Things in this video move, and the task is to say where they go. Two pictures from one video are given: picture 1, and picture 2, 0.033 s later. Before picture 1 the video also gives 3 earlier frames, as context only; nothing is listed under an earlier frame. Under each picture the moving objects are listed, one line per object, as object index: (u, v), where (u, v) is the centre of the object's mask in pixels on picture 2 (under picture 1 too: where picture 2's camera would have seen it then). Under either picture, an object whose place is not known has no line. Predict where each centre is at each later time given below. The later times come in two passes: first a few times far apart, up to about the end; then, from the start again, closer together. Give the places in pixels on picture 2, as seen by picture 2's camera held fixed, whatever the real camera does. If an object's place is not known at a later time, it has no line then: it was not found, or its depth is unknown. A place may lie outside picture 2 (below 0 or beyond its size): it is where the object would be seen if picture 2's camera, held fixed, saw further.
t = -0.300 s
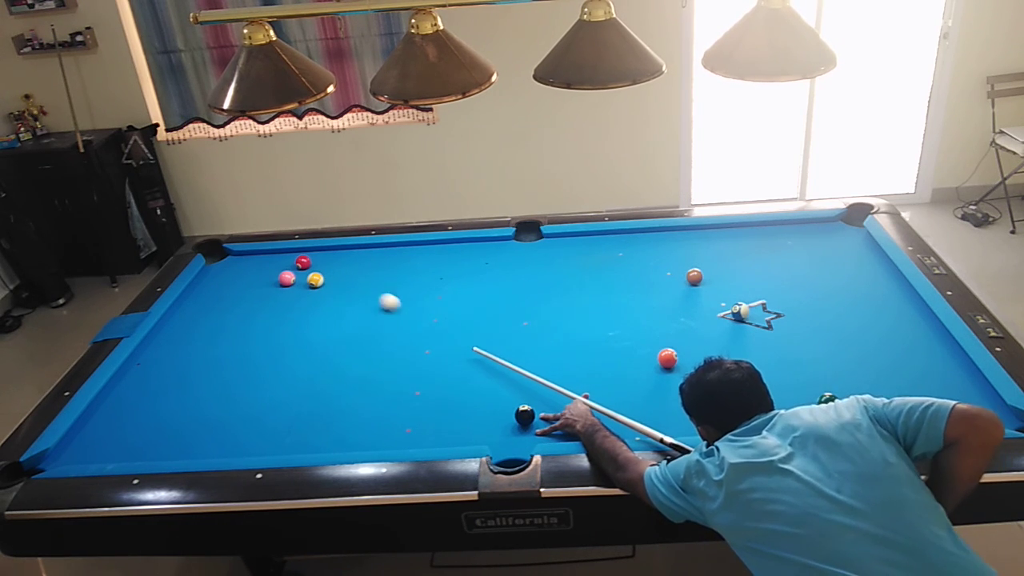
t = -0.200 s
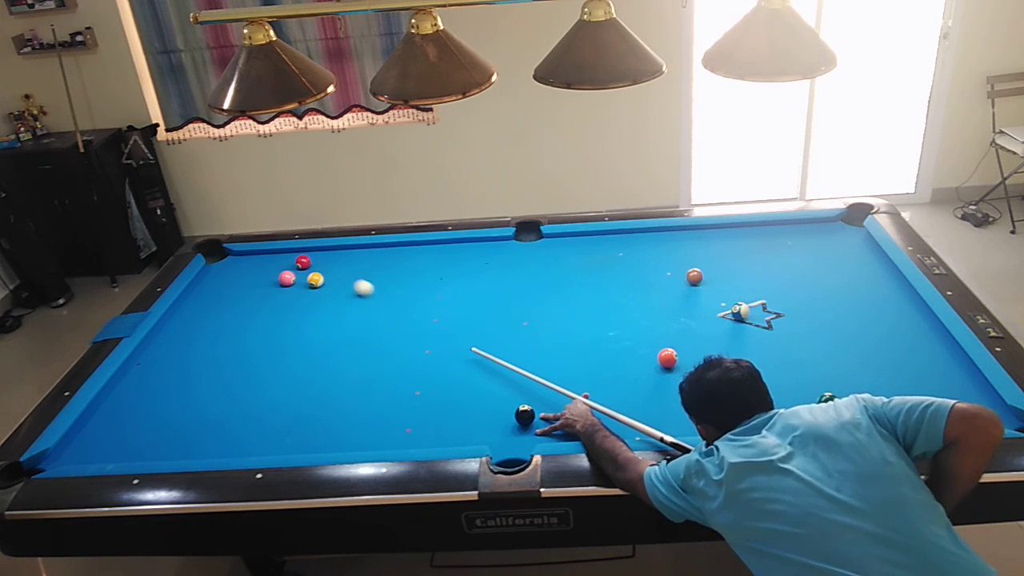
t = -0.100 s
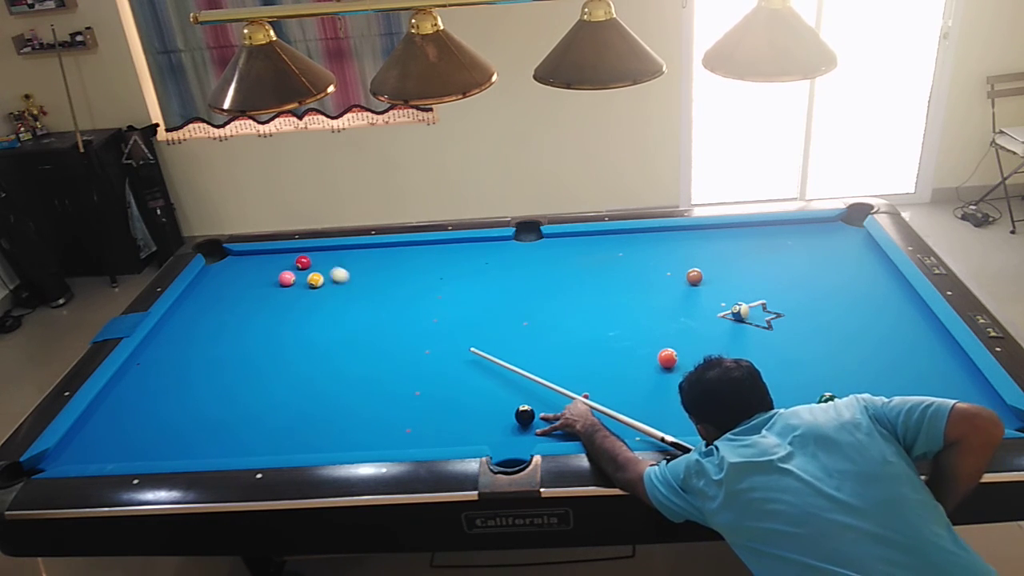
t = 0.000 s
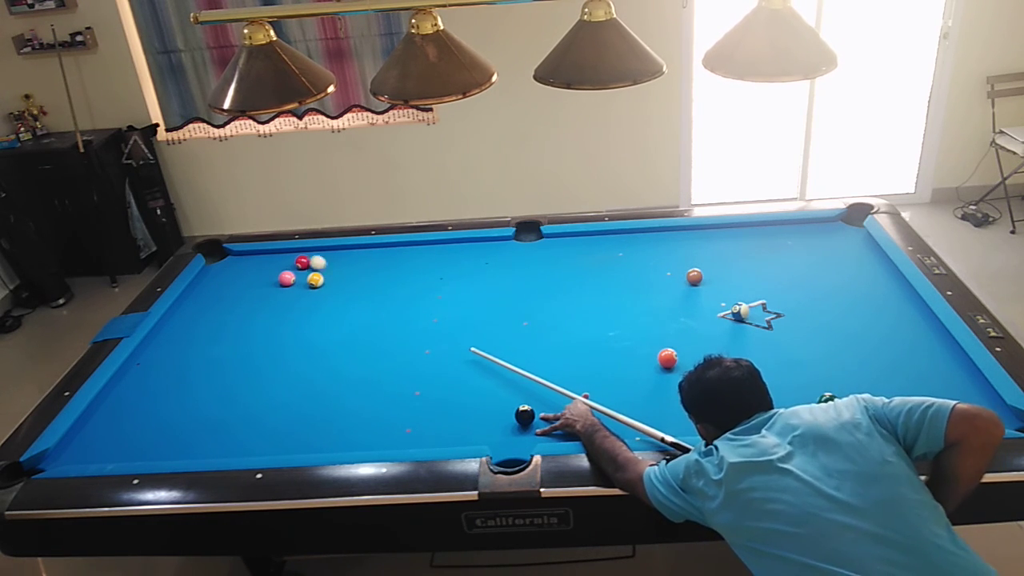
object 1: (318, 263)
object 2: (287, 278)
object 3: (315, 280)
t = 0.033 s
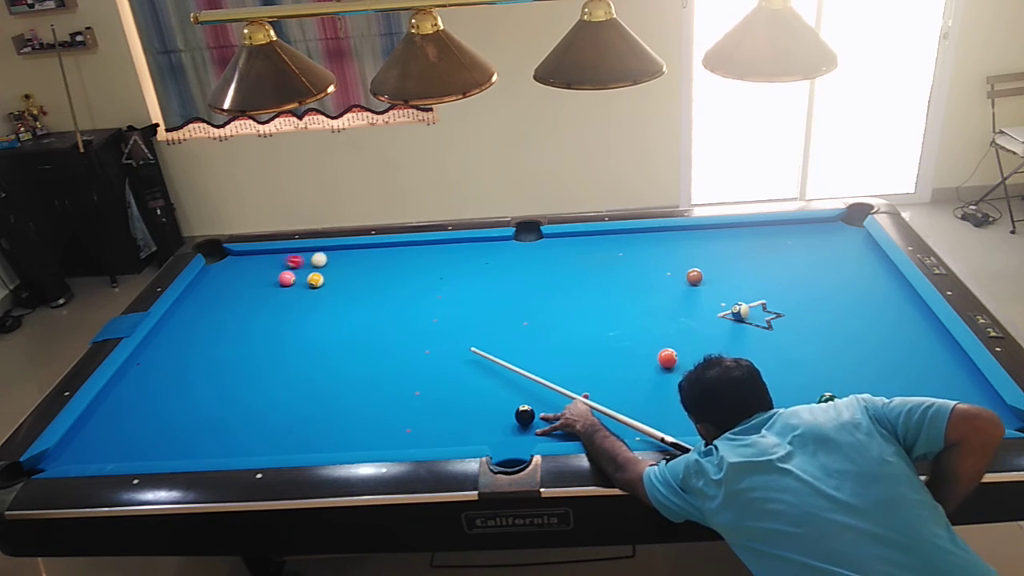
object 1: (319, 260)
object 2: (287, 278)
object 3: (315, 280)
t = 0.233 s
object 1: (320, 255)
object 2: (287, 278)
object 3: (315, 280)
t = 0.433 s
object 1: (311, 265)
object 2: (287, 278)
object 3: (315, 280)
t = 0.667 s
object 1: (302, 276)
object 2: (285, 278)
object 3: (315, 280)
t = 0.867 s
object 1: (297, 284)
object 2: (280, 279)
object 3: (319, 280)
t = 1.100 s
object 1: (290, 292)
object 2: (274, 281)
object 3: (323, 281)
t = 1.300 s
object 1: (284, 298)
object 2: (270, 282)
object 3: (326, 281)
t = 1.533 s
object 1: (278, 306)
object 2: (267, 283)
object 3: (328, 281)
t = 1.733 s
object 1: (272, 312)
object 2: (265, 283)
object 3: (330, 281)
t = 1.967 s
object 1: (266, 318)
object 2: (264, 283)
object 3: (330, 281)
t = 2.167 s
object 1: (261, 323)
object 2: (265, 283)
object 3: (330, 281)
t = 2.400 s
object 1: (255, 328)
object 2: (265, 283)
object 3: (330, 281)
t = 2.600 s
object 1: (251, 332)
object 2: (265, 283)
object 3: (330, 281)
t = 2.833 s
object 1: (247, 336)
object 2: (265, 283)
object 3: (330, 281)
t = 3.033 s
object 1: (244, 339)
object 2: (265, 283)
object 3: (330, 281)
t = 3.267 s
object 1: (241, 342)
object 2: (265, 283)
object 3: (330, 282)
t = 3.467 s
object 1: (239, 344)
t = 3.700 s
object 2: (265, 283)
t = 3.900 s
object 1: (239, 345)
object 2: (265, 283)
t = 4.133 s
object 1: (238, 345)
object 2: (265, 283)
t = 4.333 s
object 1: (238, 345)
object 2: (265, 283)
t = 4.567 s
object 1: (238, 345)
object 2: (265, 283)
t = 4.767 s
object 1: (238, 345)
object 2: (265, 283)
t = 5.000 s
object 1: (238, 345)
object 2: (265, 283)
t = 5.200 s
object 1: (238, 345)
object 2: (265, 283)
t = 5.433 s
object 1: (238, 345)
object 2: (265, 283)
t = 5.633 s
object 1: (239, 345)
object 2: (265, 283)
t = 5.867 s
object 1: (238, 345)
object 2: (265, 283)
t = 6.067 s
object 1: (238, 345)
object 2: (265, 283)
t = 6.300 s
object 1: (238, 345)
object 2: (265, 283)
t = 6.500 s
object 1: (238, 345)
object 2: (265, 283)
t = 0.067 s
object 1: (321, 257)
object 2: (287, 278)
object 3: (315, 280)
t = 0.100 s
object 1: (323, 254)
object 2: (287, 278)
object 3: (315, 280)
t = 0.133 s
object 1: (324, 251)
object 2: (287, 278)
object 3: (315, 280)
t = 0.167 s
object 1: (324, 251)
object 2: (287, 278)
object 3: (315, 280)
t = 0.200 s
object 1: (322, 253)
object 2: (287, 278)
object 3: (315, 280)
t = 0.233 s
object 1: (320, 255)
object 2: (287, 278)
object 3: (315, 280)
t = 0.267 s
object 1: (319, 257)
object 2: (287, 278)
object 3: (315, 280)
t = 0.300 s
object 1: (318, 258)
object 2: (287, 278)
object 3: (315, 280)
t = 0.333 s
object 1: (316, 260)
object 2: (287, 278)
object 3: (315, 280)
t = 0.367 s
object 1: (314, 261)
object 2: (287, 278)
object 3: (315, 280)
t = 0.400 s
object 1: (313, 263)
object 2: (287, 278)
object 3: (315, 280)
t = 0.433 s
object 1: (311, 265)
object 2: (287, 278)
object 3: (315, 280)
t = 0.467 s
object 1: (310, 266)
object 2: (287, 278)
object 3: (315, 280)
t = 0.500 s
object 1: (308, 268)
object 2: (287, 278)
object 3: (315, 280)
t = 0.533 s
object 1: (307, 269)
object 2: (287, 278)
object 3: (315, 280)
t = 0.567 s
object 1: (305, 271)
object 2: (287, 278)
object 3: (315, 280)
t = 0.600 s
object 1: (303, 273)
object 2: (286, 278)
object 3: (315, 280)
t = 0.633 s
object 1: (302, 275)
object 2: (286, 278)
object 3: (315, 280)
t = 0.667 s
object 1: (302, 276)
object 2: (285, 278)
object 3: (315, 280)
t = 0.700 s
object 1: (301, 278)
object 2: (284, 278)
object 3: (315, 280)
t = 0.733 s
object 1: (301, 279)
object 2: (283, 278)
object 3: (316, 280)
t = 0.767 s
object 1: (300, 280)
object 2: (282, 279)
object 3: (316, 280)
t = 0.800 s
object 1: (299, 281)
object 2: (281, 279)
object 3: (317, 280)
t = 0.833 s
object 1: (298, 282)
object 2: (281, 279)
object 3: (318, 280)
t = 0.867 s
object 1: (297, 284)
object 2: (280, 279)
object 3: (319, 280)
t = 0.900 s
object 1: (296, 285)
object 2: (279, 280)
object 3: (319, 280)
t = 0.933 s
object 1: (295, 286)
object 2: (278, 280)
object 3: (320, 280)
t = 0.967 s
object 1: (294, 287)
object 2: (277, 280)
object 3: (320, 281)
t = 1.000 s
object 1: (293, 288)
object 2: (276, 280)
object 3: (321, 281)
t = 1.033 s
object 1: (292, 290)
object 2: (276, 280)
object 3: (322, 281)
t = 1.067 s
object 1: (291, 291)
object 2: (275, 281)
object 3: (322, 281)
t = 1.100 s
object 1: (290, 292)
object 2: (274, 281)
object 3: (323, 281)
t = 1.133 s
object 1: (289, 293)
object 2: (273, 281)
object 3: (323, 281)
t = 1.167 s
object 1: (288, 294)
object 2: (273, 281)
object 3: (324, 281)
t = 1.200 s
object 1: (287, 295)
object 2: (272, 281)
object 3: (324, 281)
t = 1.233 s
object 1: (286, 296)
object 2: (272, 281)
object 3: (325, 281)
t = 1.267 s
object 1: (285, 297)
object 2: (271, 282)
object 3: (325, 281)
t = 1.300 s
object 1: (284, 298)
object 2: (270, 282)
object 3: (326, 281)
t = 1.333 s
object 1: (283, 300)
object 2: (270, 282)
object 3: (326, 281)
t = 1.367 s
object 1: (282, 301)
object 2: (269, 282)
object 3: (327, 281)
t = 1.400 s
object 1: (281, 302)
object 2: (269, 282)
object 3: (327, 281)
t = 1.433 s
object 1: (280, 303)
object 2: (269, 282)
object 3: (327, 281)
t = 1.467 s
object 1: (280, 304)
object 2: (268, 282)
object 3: (328, 281)
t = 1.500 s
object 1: (279, 305)
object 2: (268, 282)
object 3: (328, 281)
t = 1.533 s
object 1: (278, 306)
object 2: (267, 283)
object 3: (328, 281)
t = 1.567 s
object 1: (277, 307)
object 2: (267, 283)
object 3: (329, 282)
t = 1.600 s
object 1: (276, 308)
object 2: (266, 283)
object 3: (329, 282)
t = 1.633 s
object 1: (275, 309)
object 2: (266, 283)
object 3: (329, 281)
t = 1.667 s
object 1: (274, 310)
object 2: (266, 283)
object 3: (329, 281)
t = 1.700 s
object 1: (273, 311)
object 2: (265, 283)
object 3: (330, 281)
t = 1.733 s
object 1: (272, 312)
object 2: (265, 283)
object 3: (330, 281)
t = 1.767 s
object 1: (271, 313)
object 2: (265, 283)
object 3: (330, 281)
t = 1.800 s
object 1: (270, 314)
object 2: (265, 283)
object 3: (330, 281)
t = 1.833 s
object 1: (269, 314)
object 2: (265, 283)
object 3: (330, 281)
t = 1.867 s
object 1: (269, 315)
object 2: (265, 283)
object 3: (330, 281)
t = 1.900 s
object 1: (268, 316)
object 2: (264, 283)
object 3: (330, 281)
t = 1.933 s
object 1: (267, 317)
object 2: (264, 283)
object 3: (330, 281)
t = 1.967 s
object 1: (266, 318)
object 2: (264, 283)
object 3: (330, 281)
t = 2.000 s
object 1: (265, 319)
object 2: (265, 283)
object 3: (330, 281)
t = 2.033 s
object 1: (264, 320)
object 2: (265, 283)
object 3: (330, 281)
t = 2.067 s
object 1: (263, 321)
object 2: (265, 283)
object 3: (330, 281)
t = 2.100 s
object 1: (262, 321)
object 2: (265, 283)
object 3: (330, 281)
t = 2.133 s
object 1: (262, 322)
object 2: (265, 283)
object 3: (330, 281)
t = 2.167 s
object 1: (261, 323)
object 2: (265, 283)
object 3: (330, 281)
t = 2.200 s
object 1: (260, 324)
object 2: (265, 283)
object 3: (330, 281)
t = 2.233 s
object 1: (259, 325)
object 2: (265, 283)
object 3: (330, 281)
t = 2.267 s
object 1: (258, 325)
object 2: (265, 283)
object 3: (330, 281)
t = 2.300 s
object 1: (258, 326)
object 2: (265, 283)
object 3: (330, 281)
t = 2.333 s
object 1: (257, 327)
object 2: (265, 283)
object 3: (330, 281)
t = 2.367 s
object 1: (256, 327)
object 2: (265, 283)
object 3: (330, 281)
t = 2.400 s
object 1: (255, 328)
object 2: (265, 283)
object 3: (330, 281)
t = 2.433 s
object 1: (255, 329)
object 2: (265, 283)
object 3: (330, 281)
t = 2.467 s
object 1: (254, 330)
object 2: (265, 283)
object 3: (330, 281)
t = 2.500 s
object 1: (253, 330)
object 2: (265, 283)
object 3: (330, 281)
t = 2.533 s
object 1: (252, 331)
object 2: (265, 283)
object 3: (330, 281)
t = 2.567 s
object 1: (252, 332)
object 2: (265, 283)
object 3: (330, 281)
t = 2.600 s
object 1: (251, 332)
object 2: (265, 283)
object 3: (330, 281)
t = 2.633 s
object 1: (250, 333)
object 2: (265, 283)
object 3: (330, 281)
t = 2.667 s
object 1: (250, 333)
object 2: (265, 283)
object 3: (330, 281)
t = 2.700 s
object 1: (249, 334)
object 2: (265, 283)
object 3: (330, 281)
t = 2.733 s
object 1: (249, 335)
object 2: (265, 283)
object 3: (330, 281)
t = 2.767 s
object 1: (248, 335)
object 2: (265, 283)
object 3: (330, 281)
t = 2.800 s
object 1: (247, 336)
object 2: (265, 283)
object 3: (330, 281)
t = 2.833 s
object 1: (247, 336)
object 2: (265, 283)
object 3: (330, 281)
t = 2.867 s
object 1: (246, 337)
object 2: (265, 283)
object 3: (330, 281)
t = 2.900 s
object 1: (246, 337)
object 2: (265, 283)
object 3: (330, 281)
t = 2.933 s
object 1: (245, 338)
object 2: (265, 283)
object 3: (330, 281)
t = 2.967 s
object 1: (245, 338)
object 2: (265, 283)
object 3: (330, 281)
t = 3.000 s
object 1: (244, 339)
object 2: (265, 283)
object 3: (330, 281)
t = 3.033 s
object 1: (244, 339)
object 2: (265, 283)
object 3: (330, 281)
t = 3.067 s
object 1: (243, 339)
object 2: (265, 283)
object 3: (330, 281)
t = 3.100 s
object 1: (243, 340)
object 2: (265, 283)
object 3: (330, 281)
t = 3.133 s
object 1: (243, 340)
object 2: (265, 283)
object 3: (330, 281)
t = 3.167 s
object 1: (242, 341)
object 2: (265, 283)
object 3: (330, 281)
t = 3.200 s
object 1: (242, 341)
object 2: (265, 283)
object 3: (330, 281)
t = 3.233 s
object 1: (241, 341)
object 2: (265, 283)
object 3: (330, 281)
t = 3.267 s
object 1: (241, 342)
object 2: (265, 283)
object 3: (330, 282)
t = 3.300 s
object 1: (241, 342)
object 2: (265, 283)
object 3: (330, 281)
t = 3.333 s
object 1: (240, 343)
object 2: (265, 283)
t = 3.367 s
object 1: (240, 343)
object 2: (265, 283)
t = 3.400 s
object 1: (240, 343)
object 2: (265, 283)
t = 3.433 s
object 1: (240, 344)
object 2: (265, 283)
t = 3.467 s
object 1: (239, 344)
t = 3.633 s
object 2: (269, 281)
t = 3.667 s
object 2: (265, 283)
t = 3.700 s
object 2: (265, 283)
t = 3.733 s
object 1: (242, 345)
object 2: (265, 283)
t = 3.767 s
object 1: (239, 345)
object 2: (265, 283)
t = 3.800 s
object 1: (239, 345)
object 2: (265, 283)
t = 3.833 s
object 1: (239, 345)
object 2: (265, 283)
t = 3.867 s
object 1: (239, 345)
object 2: (265, 283)
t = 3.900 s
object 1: (239, 345)
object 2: (265, 283)
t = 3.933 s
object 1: (239, 345)
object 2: (265, 283)
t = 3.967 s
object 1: (239, 345)
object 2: (265, 283)
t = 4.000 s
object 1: (239, 345)
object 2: (265, 283)
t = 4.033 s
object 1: (239, 345)
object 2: (265, 283)
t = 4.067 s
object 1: (238, 345)
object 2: (265, 283)
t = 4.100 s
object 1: (238, 345)
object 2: (265, 283)
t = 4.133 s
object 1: (238, 345)
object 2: (265, 283)
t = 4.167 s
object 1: (238, 345)
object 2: (265, 283)
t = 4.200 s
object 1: (238, 345)
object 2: (265, 283)
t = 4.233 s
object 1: (238, 345)
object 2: (265, 283)
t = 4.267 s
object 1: (238, 345)
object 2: (265, 283)
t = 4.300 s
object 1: (238, 345)
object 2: (265, 283)
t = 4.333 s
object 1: (238, 345)
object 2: (265, 283)
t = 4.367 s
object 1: (238, 345)
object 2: (265, 283)
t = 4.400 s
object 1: (238, 345)
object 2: (265, 283)
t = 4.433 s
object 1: (238, 345)
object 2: (265, 283)
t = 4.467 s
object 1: (238, 345)
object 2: (265, 283)
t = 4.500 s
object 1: (238, 345)
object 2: (265, 283)
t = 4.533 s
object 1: (238, 345)
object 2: (265, 283)
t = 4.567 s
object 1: (238, 345)
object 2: (265, 283)
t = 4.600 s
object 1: (238, 345)
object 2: (265, 283)
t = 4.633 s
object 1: (238, 345)
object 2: (265, 283)
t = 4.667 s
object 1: (238, 345)
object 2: (265, 283)
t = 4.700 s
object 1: (238, 345)
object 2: (265, 283)
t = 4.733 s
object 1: (238, 345)
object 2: (265, 283)
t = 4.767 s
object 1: (238, 345)
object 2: (265, 283)
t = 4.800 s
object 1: (238, 345)
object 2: (265, 283)
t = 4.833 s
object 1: (238, 345)
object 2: (265, 283)
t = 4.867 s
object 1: (238, 345)
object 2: (265, 283)
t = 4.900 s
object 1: (238, 345)
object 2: (265, 283)
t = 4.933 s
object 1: (238, 345)
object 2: (265, 283)
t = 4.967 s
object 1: (238, 345)
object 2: (265, 283)
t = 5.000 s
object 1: (238, 345)
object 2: (265, 283)
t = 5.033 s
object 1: (238, 345)
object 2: (265, 283)
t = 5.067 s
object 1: (238, 345)
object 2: (265, 283)
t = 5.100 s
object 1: (238, 345)
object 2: (265, 283)
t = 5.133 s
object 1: (238, 345)
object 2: (265, 283)
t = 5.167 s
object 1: (238, 345)
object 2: (265, 283)
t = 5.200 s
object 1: (238, 345)
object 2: (265, 283)
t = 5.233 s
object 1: (238, 345)
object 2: (265, 283)
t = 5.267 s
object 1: (239, 345)
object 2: (265, 283)
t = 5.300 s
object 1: (239, 345)
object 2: (265, 283)
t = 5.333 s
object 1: (239, 345)
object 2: (265, 283)
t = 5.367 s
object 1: (239, 345)
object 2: (265, 283)
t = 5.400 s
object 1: (239, 345)
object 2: (265, 283)
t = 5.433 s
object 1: (238, 345)
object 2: (265, 283)
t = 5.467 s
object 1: (239, 345)
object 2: (265, 283)
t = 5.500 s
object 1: (238, 345)
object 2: (265, 283)
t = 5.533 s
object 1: (239, 345)
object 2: (265, 283)
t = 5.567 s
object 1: (238, 345)
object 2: (265, 283)
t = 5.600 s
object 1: (239, 345)
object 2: (265, 283)
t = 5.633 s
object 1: (239, 345)
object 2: (265, 283)
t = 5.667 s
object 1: (239, 345)
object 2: (265, 283)
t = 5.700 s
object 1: (239, 345)
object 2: (265, 283)
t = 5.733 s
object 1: (239, 345)
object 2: (265, 283)
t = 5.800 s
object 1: (238, 345)
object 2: (265, 283)
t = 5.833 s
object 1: (238, 345)
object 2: (265, 283)
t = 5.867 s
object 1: (238, 345)
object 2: (265, 283)
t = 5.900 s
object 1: (238, 345)
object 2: (265, 283)
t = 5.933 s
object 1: (238, 345)
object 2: (265, 283)
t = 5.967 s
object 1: (238, 345)
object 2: (265, 283)
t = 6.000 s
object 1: (238, 345)
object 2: (265, 283)
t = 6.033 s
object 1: (238, 345)
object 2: (265, 283)
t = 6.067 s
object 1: (238, 345)
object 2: (265, 283)
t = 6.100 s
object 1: (238, 345)
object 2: (265, 283)
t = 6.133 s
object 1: (238, 345)
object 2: (265, 283)
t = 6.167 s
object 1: (238, 345)
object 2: (265, 283)
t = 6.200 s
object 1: (238, 345)
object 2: (265, 283)
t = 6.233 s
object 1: (238, 345)
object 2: (265, 283)
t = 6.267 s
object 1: (238, 345)
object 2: (265, 283)
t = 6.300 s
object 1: (238, 345)
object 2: (265, 283)
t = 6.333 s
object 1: (238, 345)
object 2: (265, 283)
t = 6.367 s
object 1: (238, 345)
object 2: (265, 283)
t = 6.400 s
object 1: (238, 345)
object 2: (265, 283)
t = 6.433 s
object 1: (238, 345)
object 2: (265, 283)
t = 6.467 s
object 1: (238, 345)
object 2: (265, 283)
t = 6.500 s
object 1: (238, 345)
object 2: (265, 283)
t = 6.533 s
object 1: (238, 345)
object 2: (265, 283)
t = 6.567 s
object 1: (238, 345)
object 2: (265, 283)
